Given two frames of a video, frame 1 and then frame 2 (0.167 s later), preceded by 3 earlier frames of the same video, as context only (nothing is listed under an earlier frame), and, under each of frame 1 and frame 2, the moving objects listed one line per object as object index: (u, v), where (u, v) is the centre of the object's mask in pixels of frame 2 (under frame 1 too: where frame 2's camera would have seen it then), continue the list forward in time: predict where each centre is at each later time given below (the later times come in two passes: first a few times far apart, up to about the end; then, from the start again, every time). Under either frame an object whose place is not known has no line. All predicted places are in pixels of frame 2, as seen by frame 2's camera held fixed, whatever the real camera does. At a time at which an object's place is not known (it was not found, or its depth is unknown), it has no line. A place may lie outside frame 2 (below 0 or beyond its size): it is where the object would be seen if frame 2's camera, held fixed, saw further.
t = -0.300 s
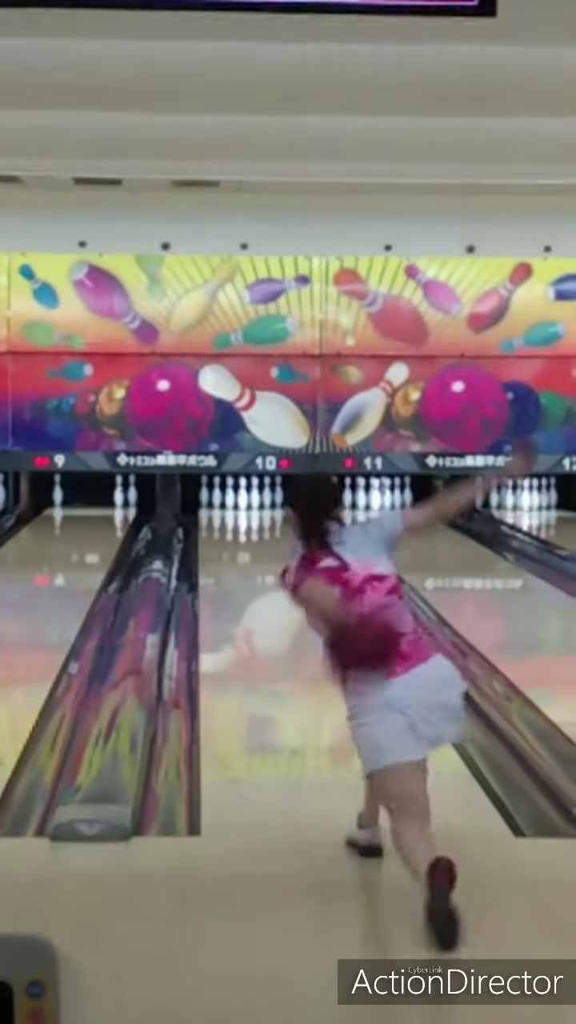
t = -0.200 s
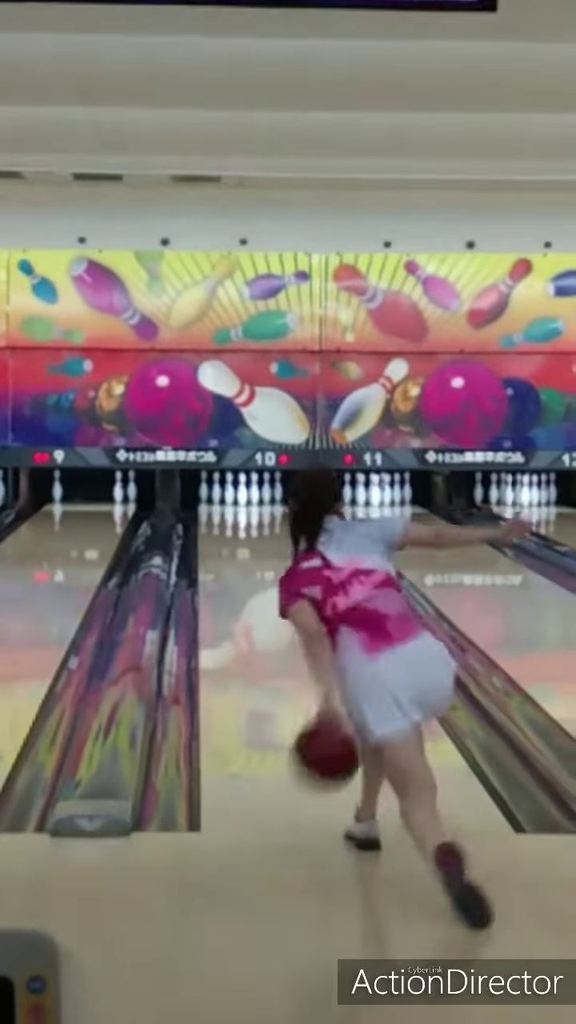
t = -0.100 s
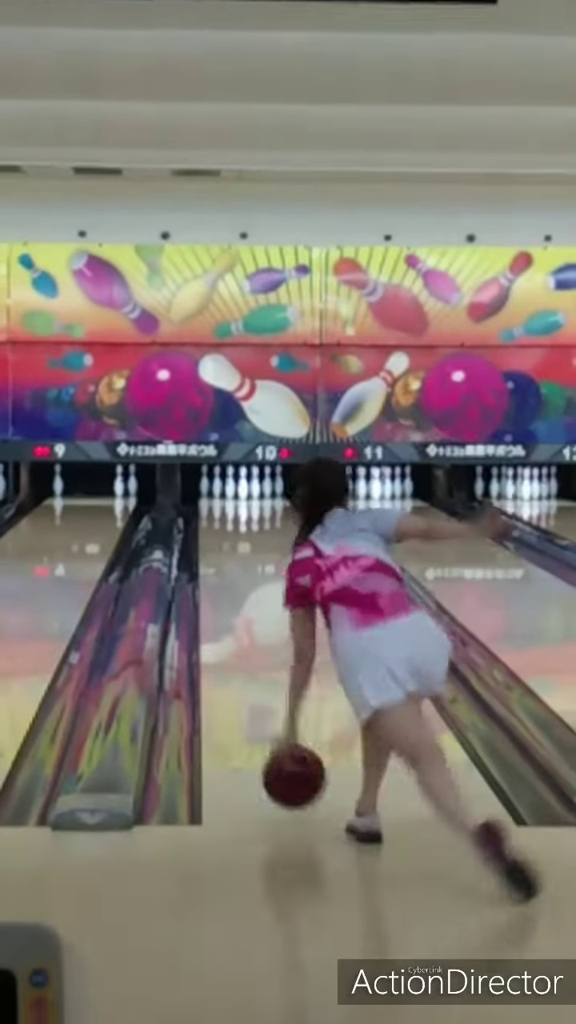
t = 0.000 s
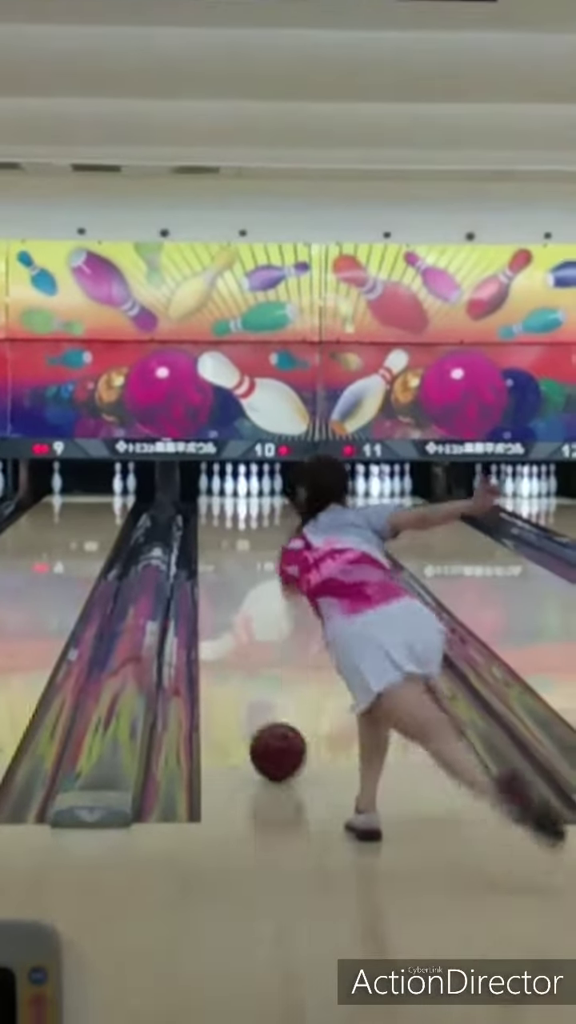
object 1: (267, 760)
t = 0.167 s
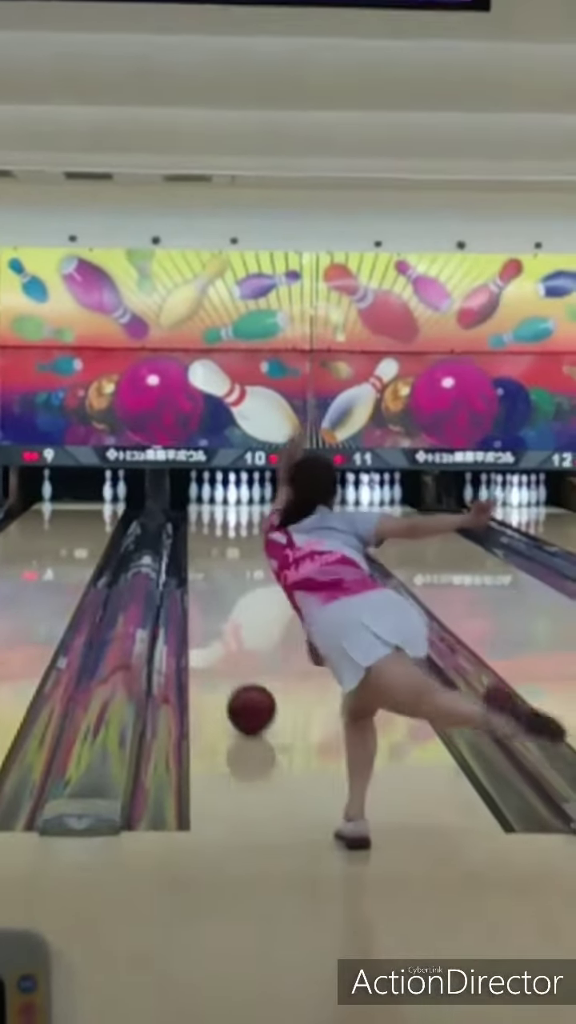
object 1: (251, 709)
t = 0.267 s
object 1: (244, 684)
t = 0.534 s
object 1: (230, 633)
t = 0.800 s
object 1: (220, 597)
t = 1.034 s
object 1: (215, 573)
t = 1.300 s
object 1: (211, 552)
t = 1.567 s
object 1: (209, 535)
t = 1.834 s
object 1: (207, 521)
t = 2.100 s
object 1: (211, 511)
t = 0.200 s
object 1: (249, 700)
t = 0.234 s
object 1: (246, 692)
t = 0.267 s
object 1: (244, 684)
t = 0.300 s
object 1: (242, 676)
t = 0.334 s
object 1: (240, 669)
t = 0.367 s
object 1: (238, 662)
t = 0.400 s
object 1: (236, 655)
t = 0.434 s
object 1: (234, 649)
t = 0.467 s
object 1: (233, 643)
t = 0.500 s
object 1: (231, 638)
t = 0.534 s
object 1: (230, 633)
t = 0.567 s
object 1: (228, 628)
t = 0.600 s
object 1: (227, 623)
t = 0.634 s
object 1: (226, 618)
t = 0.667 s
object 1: (225, 614)
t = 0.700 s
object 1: (223, 609)
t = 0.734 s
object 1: (222, 605)
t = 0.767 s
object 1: (221, 601)
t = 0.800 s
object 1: (220, 597)
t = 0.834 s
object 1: (220, 593)
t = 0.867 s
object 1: (219, 590)
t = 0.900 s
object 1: (218, 586)
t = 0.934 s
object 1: (217, 582)
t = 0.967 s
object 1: (216, 579)
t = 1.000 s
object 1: (216, 576)
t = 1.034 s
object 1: (215, 573)
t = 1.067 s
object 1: (214, 570)
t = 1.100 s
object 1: (214, 567)
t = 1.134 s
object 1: (213, 564)
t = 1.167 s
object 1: (212, 562)
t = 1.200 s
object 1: (212, 559)
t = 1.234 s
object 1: (212, 557)
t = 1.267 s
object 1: (211, 555)
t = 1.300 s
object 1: (211, 552)
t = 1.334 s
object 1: (211, 550)
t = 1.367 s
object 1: (210, 548)
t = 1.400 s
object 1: (210, 546)
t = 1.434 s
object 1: (209, 544)
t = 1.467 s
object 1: (209, 541)
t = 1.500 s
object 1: (209, 539)
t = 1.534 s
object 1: (209, 537)
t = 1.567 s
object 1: (209, 535)
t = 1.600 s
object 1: (208, 533)
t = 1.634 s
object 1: (208, 531)
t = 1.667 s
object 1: (208, 530)
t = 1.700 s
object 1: (208, 528)
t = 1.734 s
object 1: (207, 526)
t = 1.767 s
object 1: (207, 524)
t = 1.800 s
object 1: (208, 523)
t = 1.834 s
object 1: (207, 521)
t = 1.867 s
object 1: (207, 520)
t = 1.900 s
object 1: (207, 518)
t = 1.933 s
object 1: (208, 517)
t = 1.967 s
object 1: (208, 516)
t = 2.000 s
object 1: (208, 515)
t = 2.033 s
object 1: (209, 513)
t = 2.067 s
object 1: (210, 513)
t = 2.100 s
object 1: (211, 511)
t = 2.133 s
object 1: (212, 510)
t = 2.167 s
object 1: (213, 508)
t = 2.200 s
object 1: (214, 508)
